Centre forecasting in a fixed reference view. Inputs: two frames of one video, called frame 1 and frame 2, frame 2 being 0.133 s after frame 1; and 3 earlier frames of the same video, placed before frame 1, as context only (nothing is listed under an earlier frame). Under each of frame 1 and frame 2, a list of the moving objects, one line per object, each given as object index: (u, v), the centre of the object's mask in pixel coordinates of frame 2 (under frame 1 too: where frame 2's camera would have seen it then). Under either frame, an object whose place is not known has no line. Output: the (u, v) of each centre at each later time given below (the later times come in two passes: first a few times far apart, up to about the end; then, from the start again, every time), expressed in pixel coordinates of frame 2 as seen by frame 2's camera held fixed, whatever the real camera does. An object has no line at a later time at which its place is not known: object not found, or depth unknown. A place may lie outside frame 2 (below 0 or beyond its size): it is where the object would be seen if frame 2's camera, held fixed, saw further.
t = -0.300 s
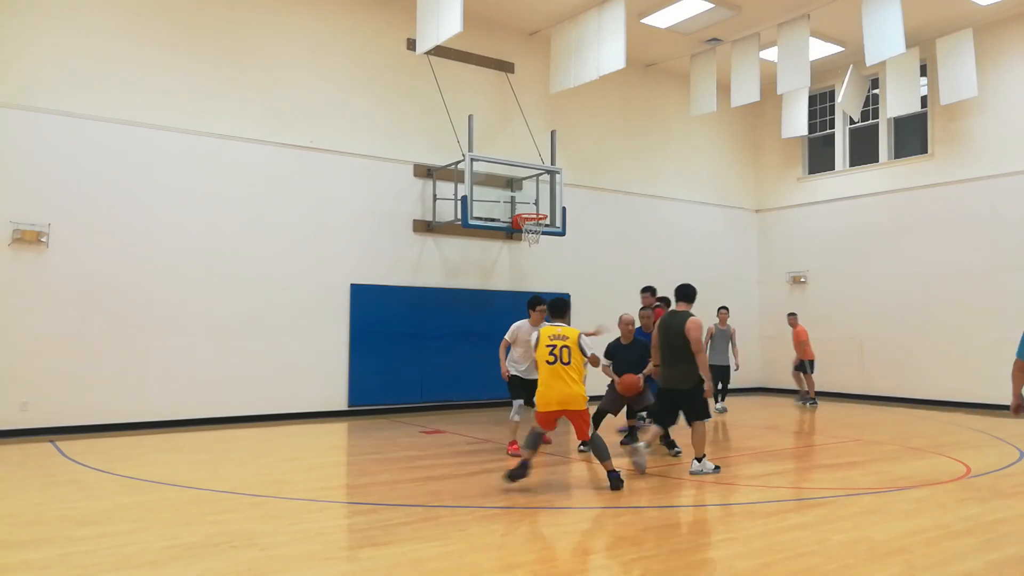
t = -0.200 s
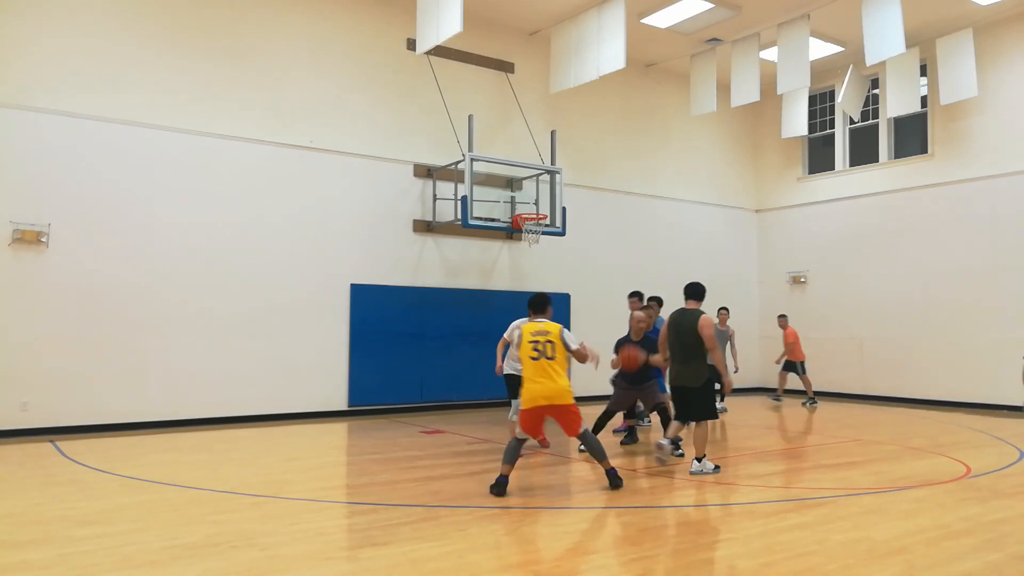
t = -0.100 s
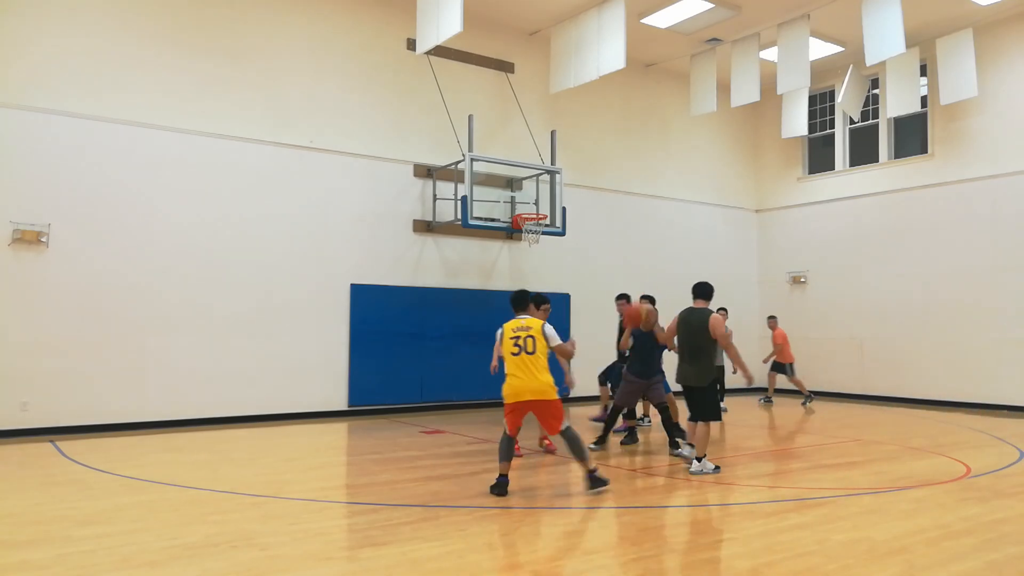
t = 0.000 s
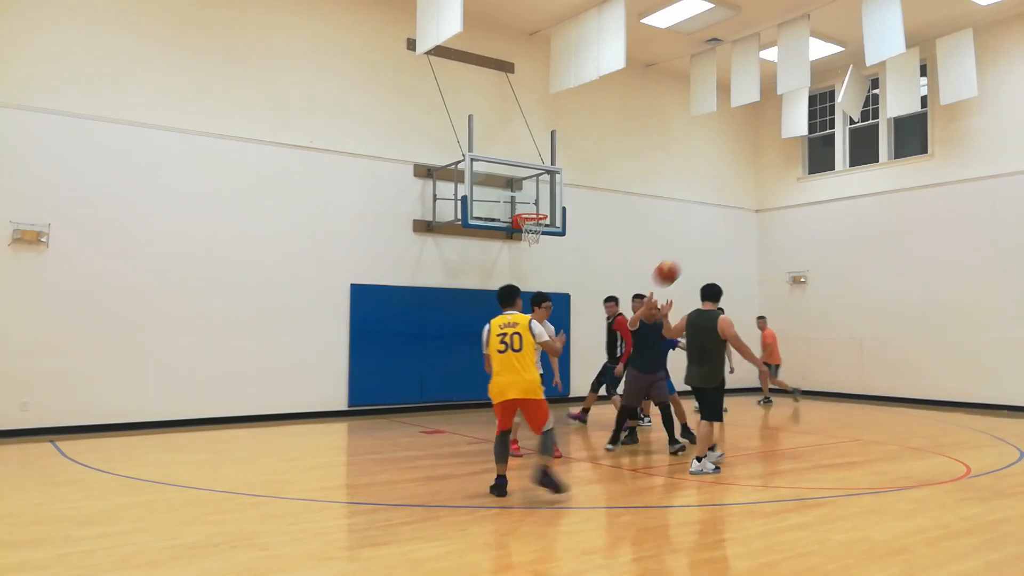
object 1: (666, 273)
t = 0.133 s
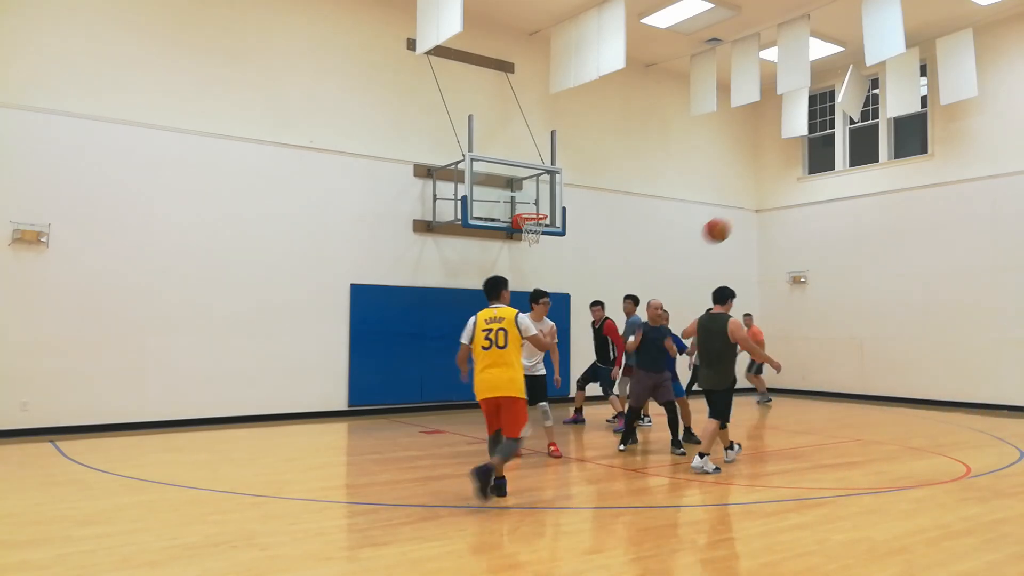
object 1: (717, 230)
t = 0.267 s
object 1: (771, 203)
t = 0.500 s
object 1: (879, 194)
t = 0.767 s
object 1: (1017, 266)
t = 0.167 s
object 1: (730, 222)
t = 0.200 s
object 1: (744, 214)
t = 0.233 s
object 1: (757, 208)
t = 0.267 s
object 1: (771, 203)
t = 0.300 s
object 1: (785, 198)
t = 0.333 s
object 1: (800, 194)
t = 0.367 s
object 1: (814, 192)
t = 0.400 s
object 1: (830, 191)
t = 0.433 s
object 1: (846, 191)
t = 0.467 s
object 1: (863, 192)
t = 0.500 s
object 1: (879, 194)
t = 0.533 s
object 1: (897, 198)
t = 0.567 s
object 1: (914, 203)
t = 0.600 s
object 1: (933, 210)
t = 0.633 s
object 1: (952, 218)
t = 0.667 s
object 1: (971, 228)
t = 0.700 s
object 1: (991, 239)
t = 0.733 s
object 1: (1007, 251)
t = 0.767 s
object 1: (1017, 266)
